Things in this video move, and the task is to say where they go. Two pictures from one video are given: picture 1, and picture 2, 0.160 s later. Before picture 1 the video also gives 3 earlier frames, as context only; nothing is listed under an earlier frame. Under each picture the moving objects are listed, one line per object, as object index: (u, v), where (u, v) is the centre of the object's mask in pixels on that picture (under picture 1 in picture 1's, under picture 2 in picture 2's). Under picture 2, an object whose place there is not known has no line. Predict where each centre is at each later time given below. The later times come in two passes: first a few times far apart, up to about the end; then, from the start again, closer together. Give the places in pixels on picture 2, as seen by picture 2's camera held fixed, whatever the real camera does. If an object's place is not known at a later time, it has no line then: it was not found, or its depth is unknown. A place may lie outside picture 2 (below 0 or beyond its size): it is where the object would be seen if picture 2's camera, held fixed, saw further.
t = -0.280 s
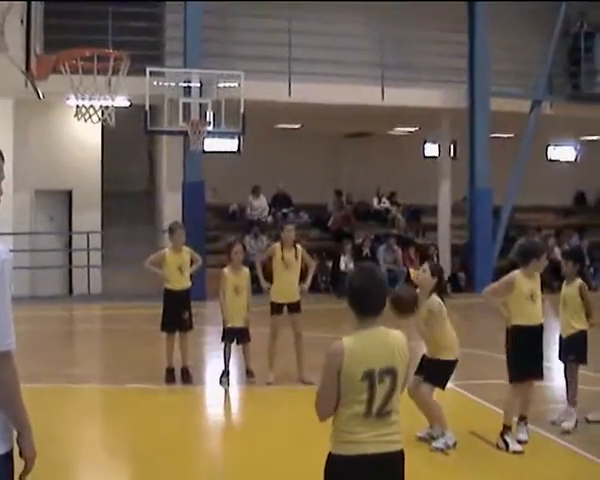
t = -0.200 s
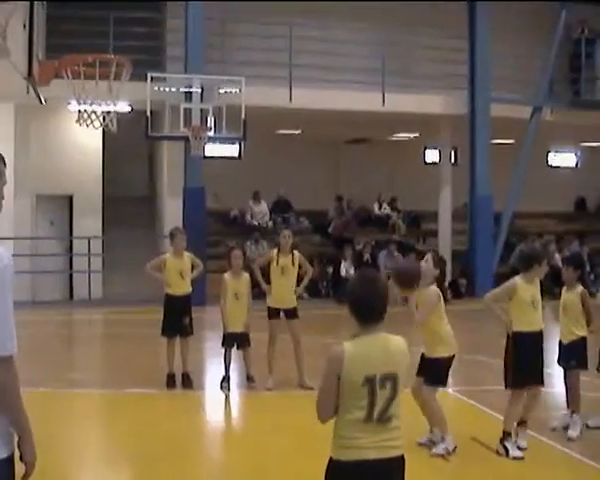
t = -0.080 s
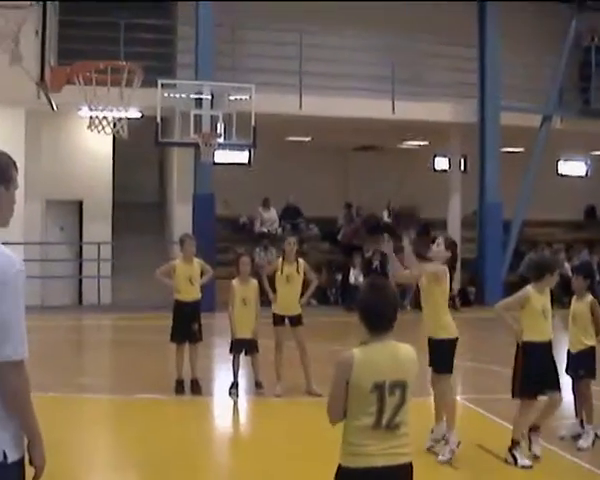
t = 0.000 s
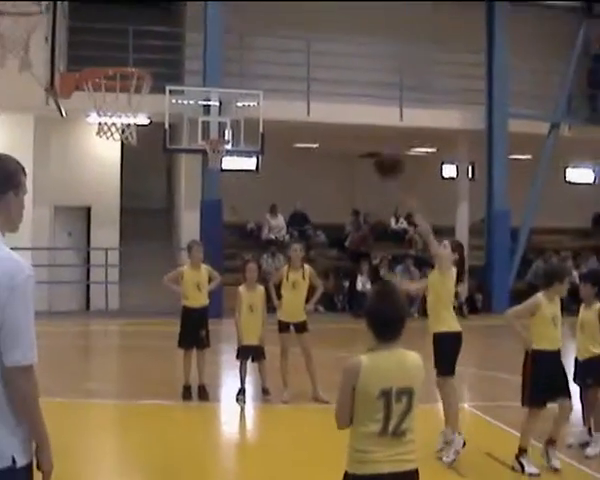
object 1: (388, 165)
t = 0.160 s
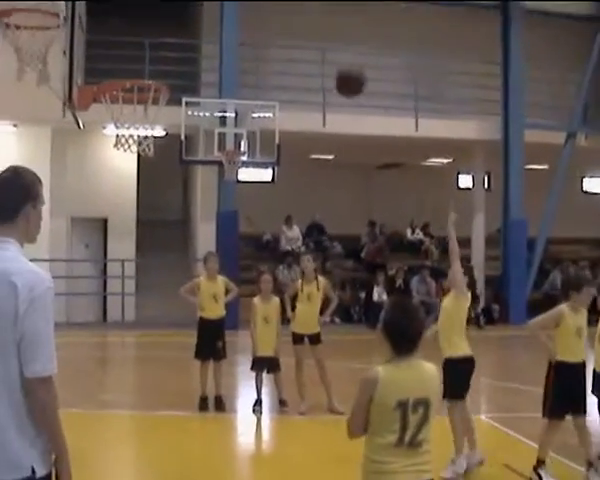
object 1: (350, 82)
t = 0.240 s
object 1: (322, 51)
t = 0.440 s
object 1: (252, 12)
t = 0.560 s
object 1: (207, 12)
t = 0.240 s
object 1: (322, 51)
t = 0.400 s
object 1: (266, 14)
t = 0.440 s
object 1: (252, 12)
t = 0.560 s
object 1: (207, 12)
